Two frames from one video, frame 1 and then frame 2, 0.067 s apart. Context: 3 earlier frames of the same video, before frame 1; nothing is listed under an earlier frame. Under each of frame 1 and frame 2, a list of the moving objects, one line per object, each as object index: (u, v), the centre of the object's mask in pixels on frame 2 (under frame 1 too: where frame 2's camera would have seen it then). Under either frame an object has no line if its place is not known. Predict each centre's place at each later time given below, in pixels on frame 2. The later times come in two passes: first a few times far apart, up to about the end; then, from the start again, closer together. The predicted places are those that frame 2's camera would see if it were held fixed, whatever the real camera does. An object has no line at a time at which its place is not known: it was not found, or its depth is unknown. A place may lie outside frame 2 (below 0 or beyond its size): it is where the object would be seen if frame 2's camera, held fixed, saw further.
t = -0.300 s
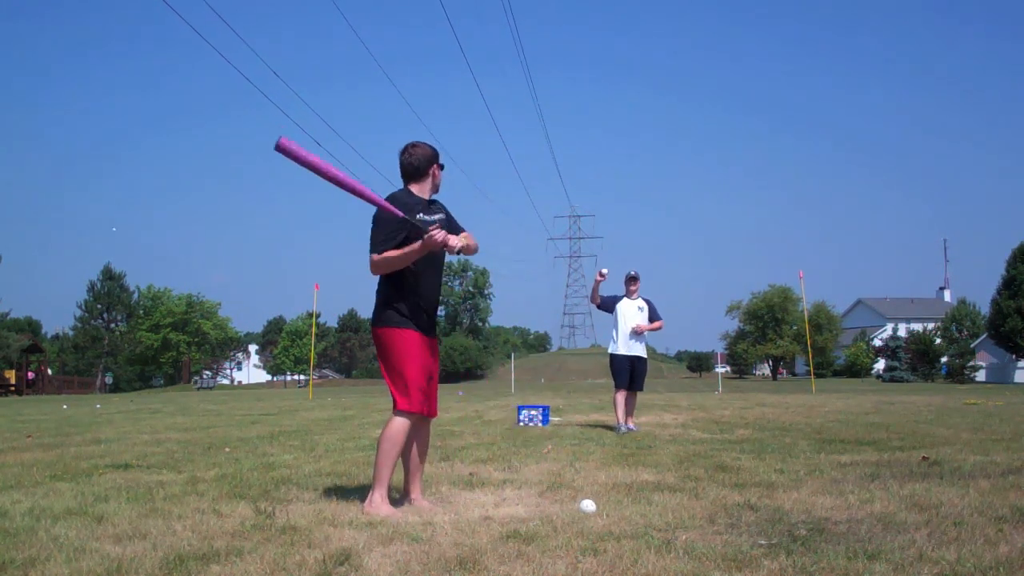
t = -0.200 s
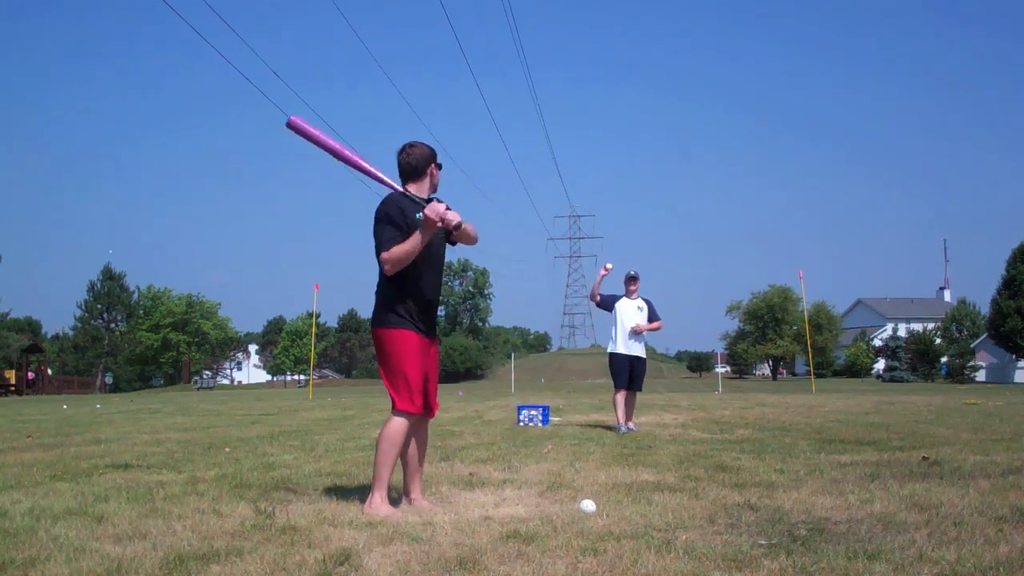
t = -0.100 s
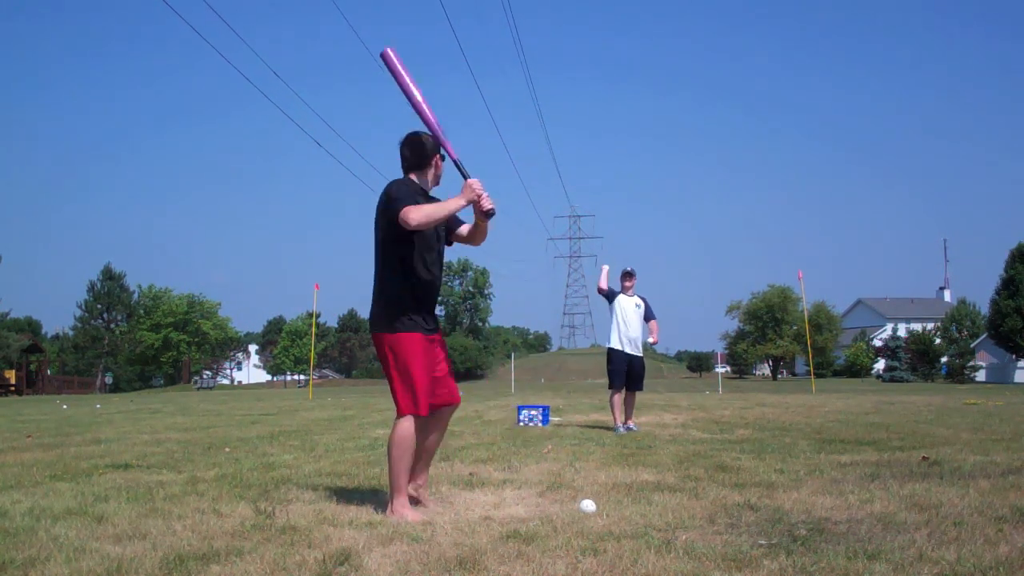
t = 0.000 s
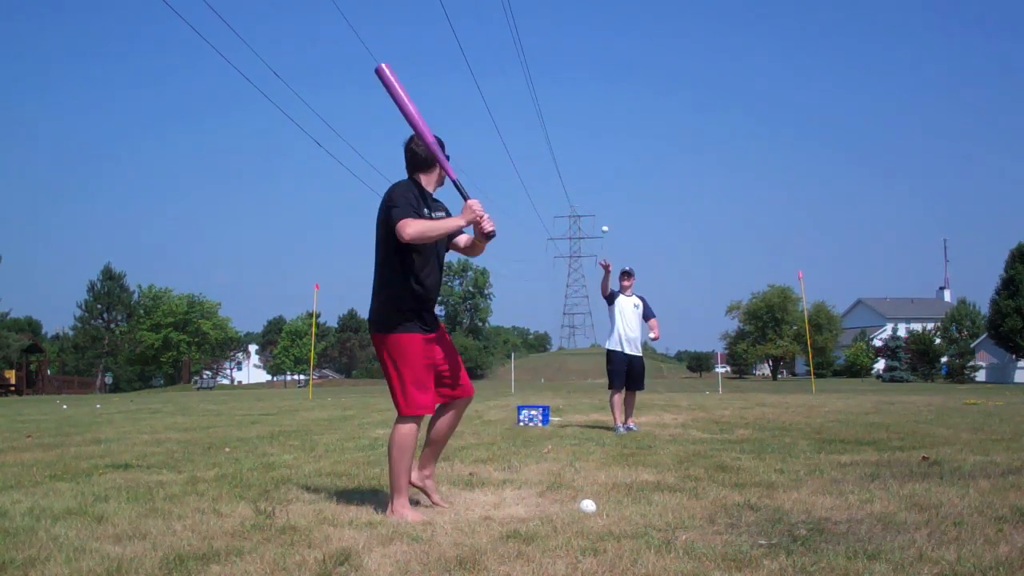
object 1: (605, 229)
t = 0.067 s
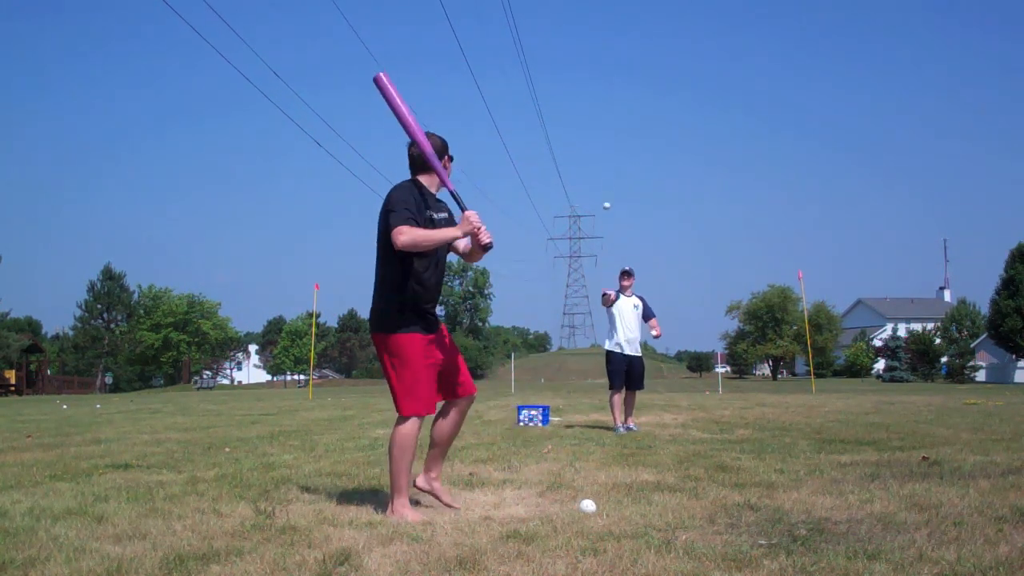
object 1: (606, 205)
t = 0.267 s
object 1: (613, 153)
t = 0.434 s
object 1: (622, 136)
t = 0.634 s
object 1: (639, 160)
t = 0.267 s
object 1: (613, 153)
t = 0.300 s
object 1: (615, 148)
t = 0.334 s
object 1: (616, 143)
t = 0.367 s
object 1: (618, 139)
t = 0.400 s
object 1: (620, 138)
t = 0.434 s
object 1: (622, 136)
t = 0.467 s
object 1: (624, 136)
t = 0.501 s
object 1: (626, 138)
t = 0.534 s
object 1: (629, 141)
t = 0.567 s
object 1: (632, 146)
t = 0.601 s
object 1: (635, 152)
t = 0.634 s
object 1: (639, 160)
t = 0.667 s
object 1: (642, 170)
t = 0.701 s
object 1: (646, 182)
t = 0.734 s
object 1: (650, 197)
